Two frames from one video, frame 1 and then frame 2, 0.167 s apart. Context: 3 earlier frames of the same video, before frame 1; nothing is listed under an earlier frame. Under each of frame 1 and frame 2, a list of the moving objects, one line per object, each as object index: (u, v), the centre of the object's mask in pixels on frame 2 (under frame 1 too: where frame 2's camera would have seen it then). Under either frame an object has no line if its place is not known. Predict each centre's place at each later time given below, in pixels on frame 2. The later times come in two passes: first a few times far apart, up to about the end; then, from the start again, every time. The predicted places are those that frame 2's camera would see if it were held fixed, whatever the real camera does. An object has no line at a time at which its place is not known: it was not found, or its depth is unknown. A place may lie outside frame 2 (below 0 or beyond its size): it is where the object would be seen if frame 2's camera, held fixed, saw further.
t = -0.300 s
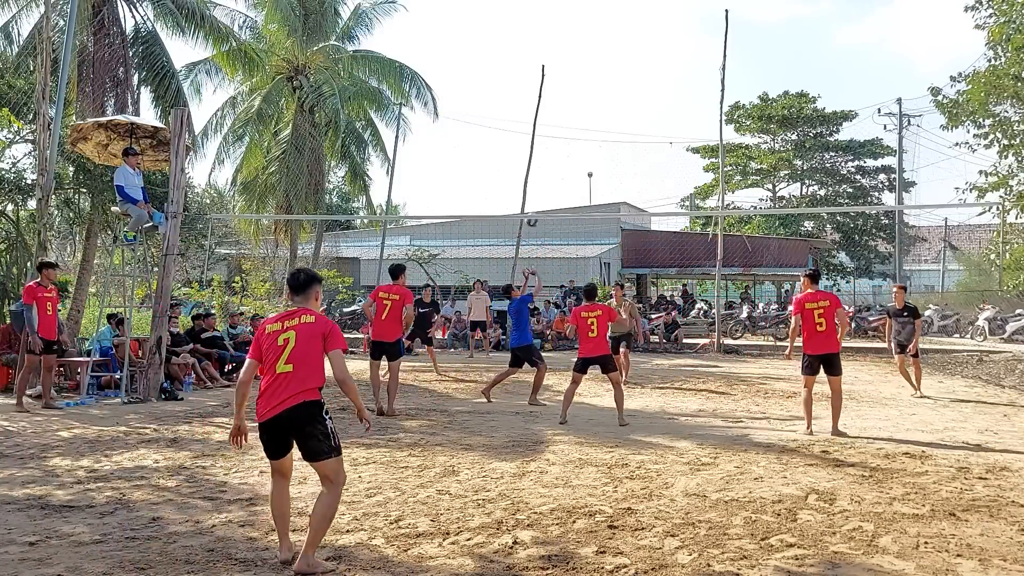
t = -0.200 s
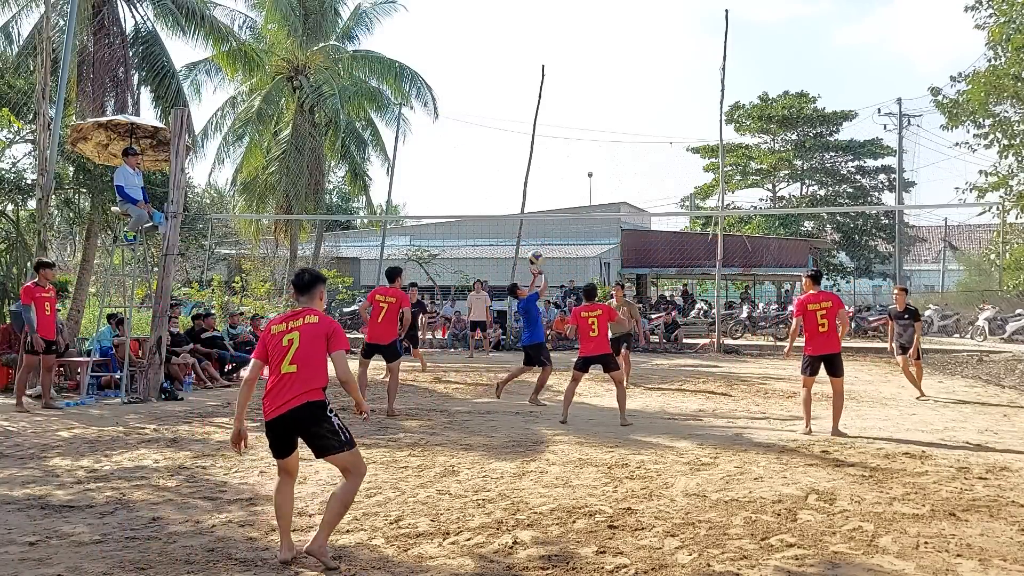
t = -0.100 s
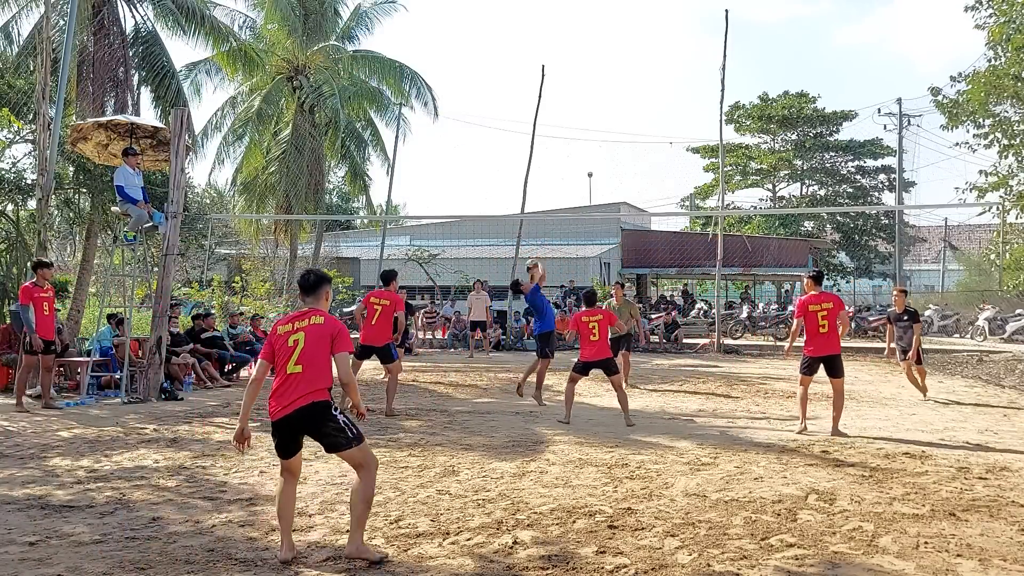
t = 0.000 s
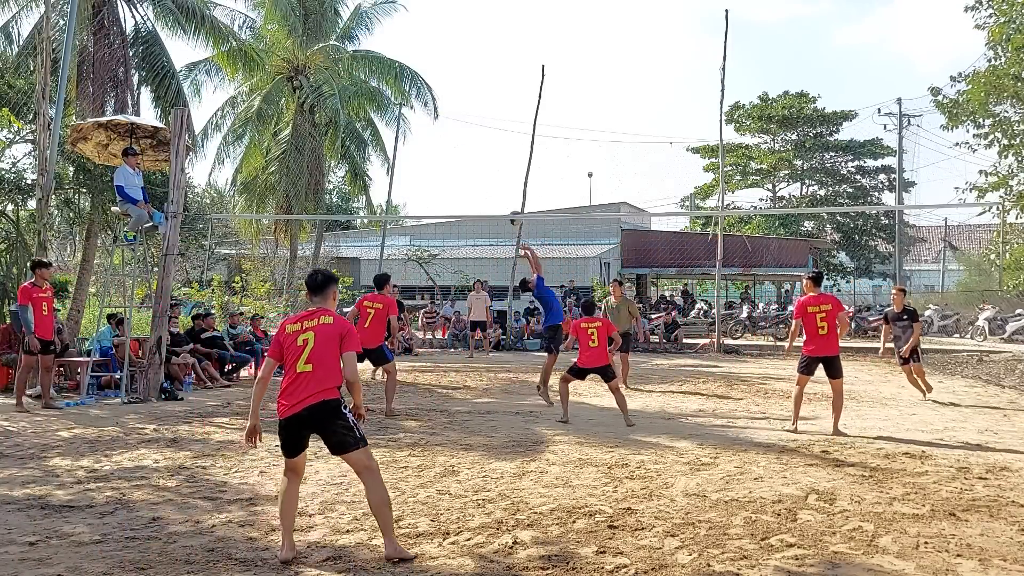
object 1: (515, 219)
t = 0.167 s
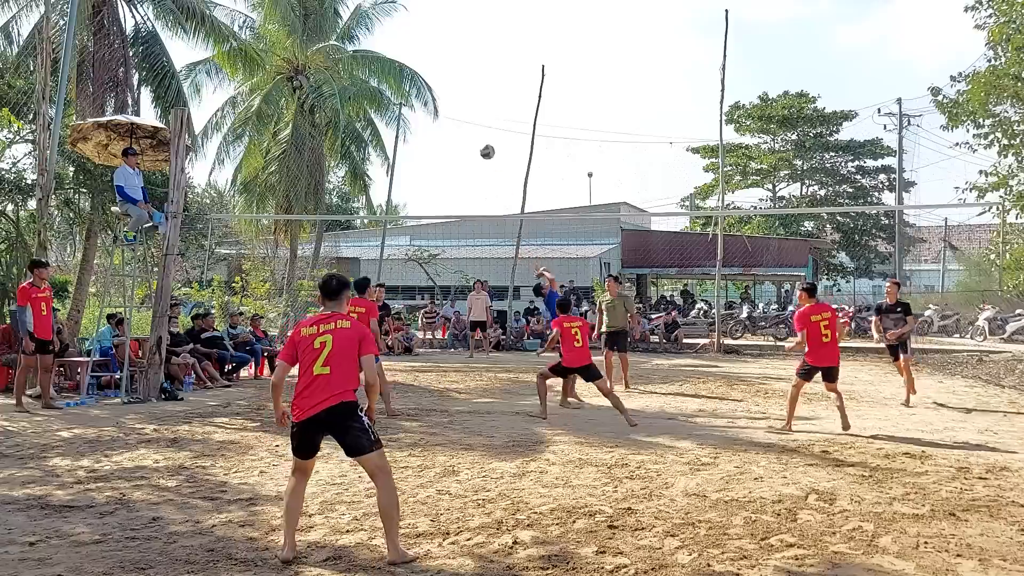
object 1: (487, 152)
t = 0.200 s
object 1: (482, 141)
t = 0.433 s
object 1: (445, 90)
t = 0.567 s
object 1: (424, 78)
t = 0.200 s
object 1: (482, 141)
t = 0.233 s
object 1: (476, 132)
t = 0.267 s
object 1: (471, 123)
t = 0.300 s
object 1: (466, 115)
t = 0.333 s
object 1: (461, 107)
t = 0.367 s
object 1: (455, 101)
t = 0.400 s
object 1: (450, 95)
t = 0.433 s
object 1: (445, 90)
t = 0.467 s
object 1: (440, 86)
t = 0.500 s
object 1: (434, 82)
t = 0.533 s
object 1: (429, 80)
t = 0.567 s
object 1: (424, 78)
